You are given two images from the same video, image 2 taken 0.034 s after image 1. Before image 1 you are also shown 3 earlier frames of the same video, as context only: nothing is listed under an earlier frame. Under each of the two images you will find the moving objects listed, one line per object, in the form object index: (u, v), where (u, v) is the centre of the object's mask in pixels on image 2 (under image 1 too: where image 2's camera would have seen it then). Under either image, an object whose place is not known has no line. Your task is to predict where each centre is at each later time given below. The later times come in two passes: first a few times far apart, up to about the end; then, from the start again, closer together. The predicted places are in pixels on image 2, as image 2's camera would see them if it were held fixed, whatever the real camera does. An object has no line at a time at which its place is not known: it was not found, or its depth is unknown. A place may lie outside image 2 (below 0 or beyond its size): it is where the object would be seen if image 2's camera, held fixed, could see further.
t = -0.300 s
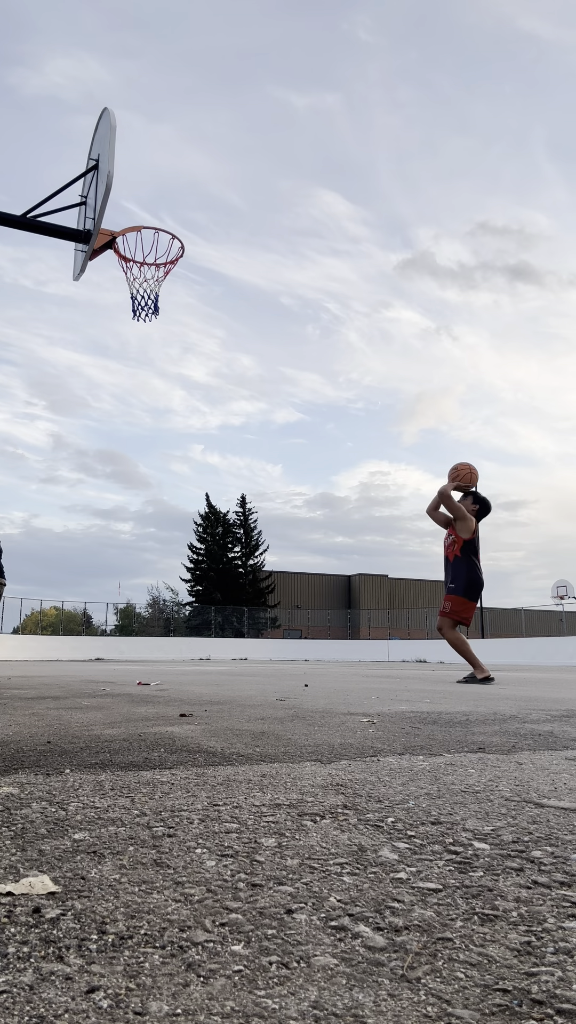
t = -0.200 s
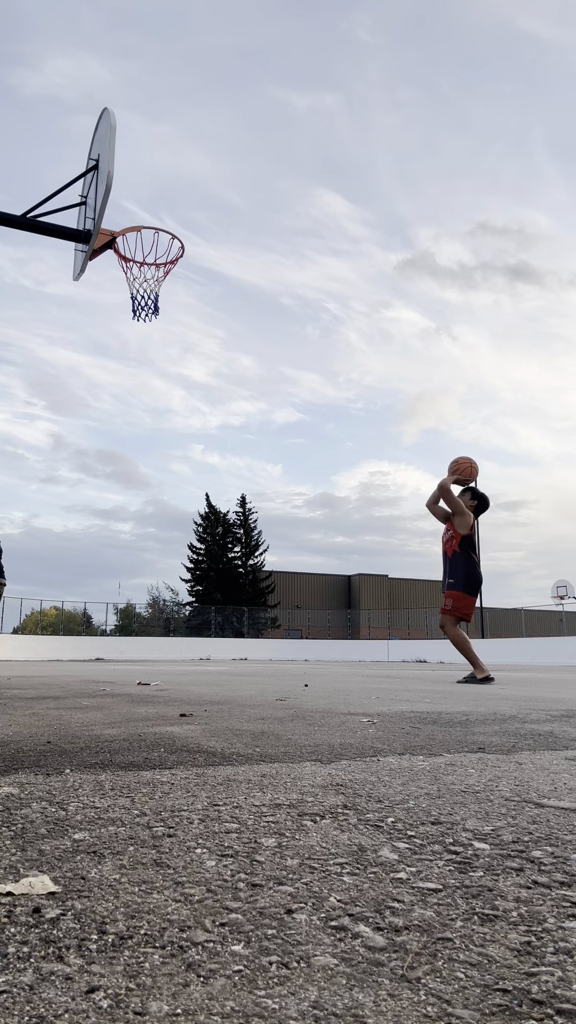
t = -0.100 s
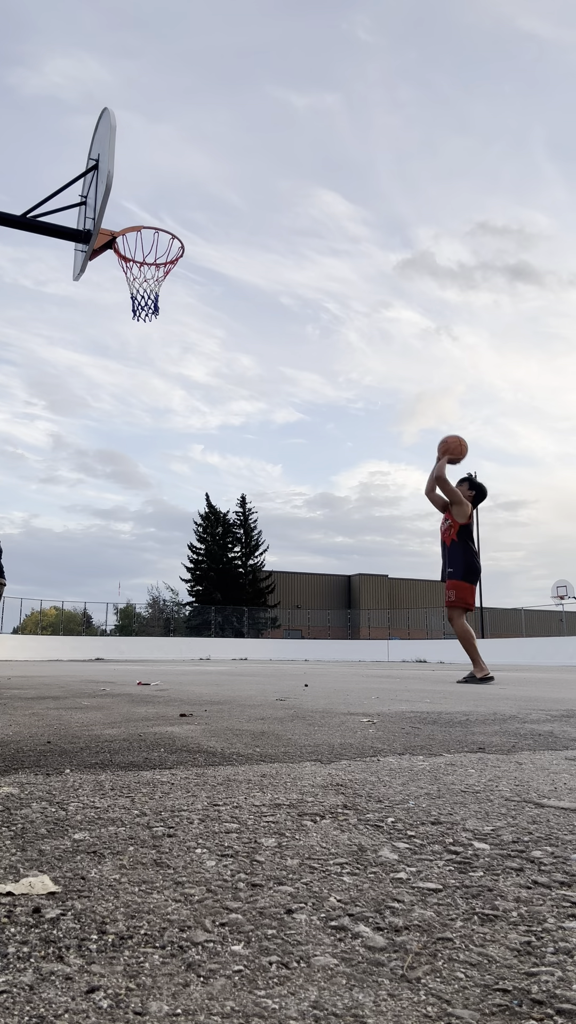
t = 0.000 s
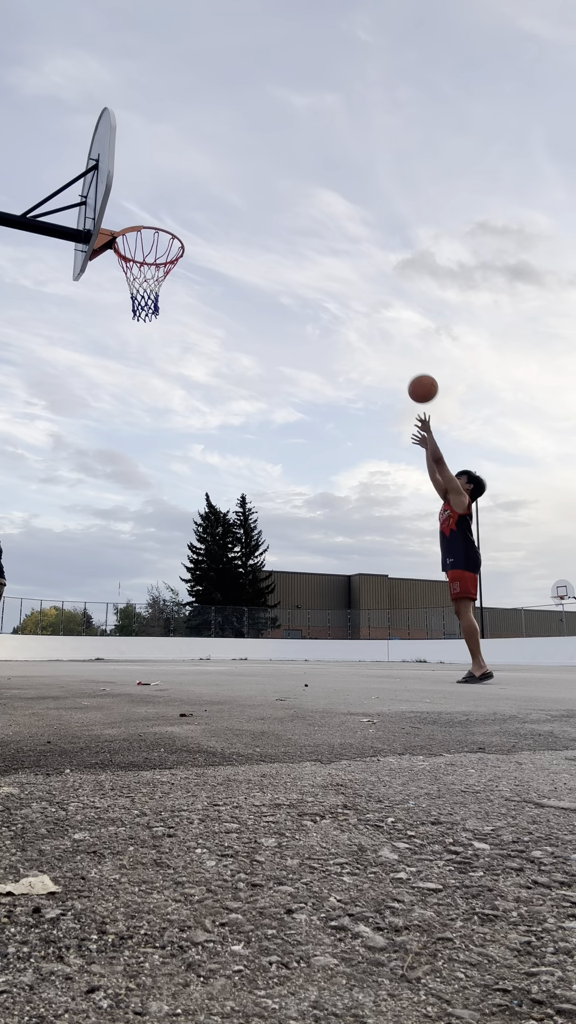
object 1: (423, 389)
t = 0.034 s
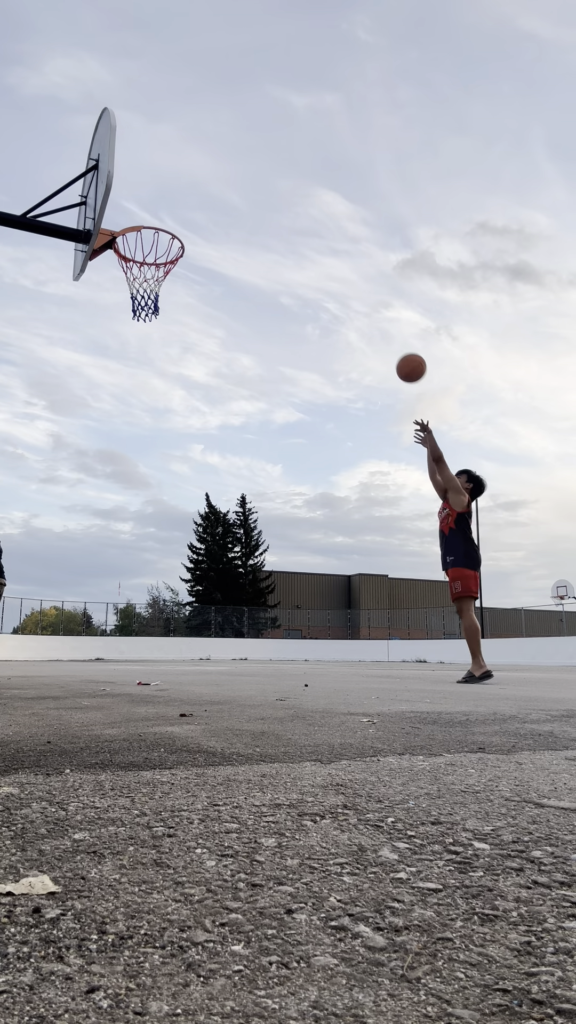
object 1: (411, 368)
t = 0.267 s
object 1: (327, 254)
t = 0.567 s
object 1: (210, 194)
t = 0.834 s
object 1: (119, 212)
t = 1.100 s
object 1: (163, 212)
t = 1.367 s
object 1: (166, 235)
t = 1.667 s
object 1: (139, 312)
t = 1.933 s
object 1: (117, 464)
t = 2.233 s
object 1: (93, 590)
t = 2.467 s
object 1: (95, 465)
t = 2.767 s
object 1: (90, 430)
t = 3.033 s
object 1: (79, 510)
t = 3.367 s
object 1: (66, 595)
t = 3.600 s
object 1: (67, 518)
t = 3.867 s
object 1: (61, 534)
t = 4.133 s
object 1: (46, 663)
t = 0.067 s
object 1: (399, 348)
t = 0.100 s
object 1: (387, 330)
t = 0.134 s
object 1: (375, 312)
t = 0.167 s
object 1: (363, 296)
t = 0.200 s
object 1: (351, 281)
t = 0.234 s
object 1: (339, 267)
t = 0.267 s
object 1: (327, 254)
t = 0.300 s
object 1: (314, 243)
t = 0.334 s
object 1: (302, 232)
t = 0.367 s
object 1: (289, 223)
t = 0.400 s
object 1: (277, 215)
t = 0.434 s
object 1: (263, 208)
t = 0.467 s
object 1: (251, 203)
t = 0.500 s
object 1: (237, 199)
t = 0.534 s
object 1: (224, 196)
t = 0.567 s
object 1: (210, 194)
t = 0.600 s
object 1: (196, 194)
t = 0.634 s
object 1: (182, 196)
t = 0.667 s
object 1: (167, 199)
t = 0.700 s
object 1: (152, 203)
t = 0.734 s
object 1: (137, 209)
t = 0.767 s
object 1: (121, 215)
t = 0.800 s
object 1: (115, 217)
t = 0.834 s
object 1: (119, 212)
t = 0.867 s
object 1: (123, 207)
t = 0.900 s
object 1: (128, 203)
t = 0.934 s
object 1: (134, 201)
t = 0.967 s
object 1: (140, 200)
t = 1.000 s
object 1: (146, 201)
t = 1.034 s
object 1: (151, 204)
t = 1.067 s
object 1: (157, 207)
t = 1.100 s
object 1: (163, 212)
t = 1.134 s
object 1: (168, 218)
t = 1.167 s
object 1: (173, 226)
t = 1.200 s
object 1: (179, 235)
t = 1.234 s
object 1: (178, 235)
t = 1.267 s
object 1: (175, 233)
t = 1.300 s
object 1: (172, 232)
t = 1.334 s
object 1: (169, 233)
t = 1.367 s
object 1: (166, 235)
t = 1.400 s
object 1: (163, 238)
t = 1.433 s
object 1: (161, 243)
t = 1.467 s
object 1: (157, 249)
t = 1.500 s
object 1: (154, 256)
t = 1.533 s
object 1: (151, 266)
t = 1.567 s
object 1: (148, 277)
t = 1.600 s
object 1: (144, 289)
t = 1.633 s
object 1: (141, 301)
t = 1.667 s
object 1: (139, 312)
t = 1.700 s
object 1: (136, 325)
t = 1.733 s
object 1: (134, 340)
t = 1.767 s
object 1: (131, 356)
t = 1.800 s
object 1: (129, 374)
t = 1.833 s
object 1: (126, 394)
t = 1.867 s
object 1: (123, 416)
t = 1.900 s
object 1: (120, 439)
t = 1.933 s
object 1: (117, 464)
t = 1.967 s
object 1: (113, 491)
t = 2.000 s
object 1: (109, 520)
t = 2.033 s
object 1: (105, 551)
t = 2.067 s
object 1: (101, 584)
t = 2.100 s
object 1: (96, 620)
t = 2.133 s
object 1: (91, 659)
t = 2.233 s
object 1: (93, 590)
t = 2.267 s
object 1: (94, 566)
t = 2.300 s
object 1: (94, 545)
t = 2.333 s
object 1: (95, 525)
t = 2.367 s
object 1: (95, 508)
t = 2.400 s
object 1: (95, 492)
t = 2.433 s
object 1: (95, 478)
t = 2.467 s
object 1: (95, 465)
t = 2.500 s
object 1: (95, 455)
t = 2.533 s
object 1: (94, 446)
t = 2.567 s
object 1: (94, 439)
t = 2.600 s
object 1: (93, 433)
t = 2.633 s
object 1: (93, 429)
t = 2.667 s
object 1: (92, 427)
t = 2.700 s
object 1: (91, 426)
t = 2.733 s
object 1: (90, 427)
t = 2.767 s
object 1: (90, 430)
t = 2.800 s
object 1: (89, 434)
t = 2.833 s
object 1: (88, 440)
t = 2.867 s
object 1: (86, 447)
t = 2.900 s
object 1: (85, 456)
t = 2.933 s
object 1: (84, 467)
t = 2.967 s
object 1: (82, 479)
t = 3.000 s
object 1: (81, 494)
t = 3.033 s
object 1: (79, 510)
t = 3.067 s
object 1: (77, 528)
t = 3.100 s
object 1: (75, 548)
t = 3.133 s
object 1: (73, 569)
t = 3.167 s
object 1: (70, 593)
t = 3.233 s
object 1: (65, 646)
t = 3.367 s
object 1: (66, 595)
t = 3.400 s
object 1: (66, 579)
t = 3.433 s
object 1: (67, 564)
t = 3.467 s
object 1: (67, 551)
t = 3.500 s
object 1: (67, 540)
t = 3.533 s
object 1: (67, 531)
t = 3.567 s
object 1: (67, 523)
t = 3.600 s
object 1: (67, 518)
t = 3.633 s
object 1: (66, 514)
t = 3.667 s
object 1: (66, 511)
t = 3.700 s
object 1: (65, 511)
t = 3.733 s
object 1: (64, 512)
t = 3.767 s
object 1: (64, 515)
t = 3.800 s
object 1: (63, 519)
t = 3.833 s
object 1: (62, 526)
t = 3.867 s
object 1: (61, 534)
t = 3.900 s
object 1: (59, 544)
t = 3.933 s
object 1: (58, 555)
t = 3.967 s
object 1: (56, 569)
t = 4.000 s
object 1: (54, 584)
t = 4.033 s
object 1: (52, 602)
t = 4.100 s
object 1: (48, 642)
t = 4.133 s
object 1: (46, 663)
